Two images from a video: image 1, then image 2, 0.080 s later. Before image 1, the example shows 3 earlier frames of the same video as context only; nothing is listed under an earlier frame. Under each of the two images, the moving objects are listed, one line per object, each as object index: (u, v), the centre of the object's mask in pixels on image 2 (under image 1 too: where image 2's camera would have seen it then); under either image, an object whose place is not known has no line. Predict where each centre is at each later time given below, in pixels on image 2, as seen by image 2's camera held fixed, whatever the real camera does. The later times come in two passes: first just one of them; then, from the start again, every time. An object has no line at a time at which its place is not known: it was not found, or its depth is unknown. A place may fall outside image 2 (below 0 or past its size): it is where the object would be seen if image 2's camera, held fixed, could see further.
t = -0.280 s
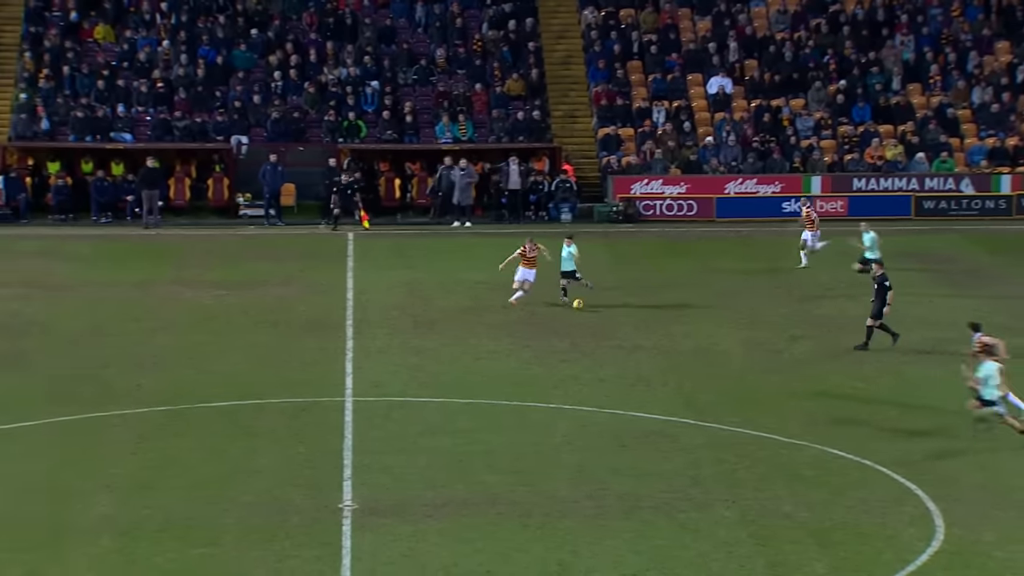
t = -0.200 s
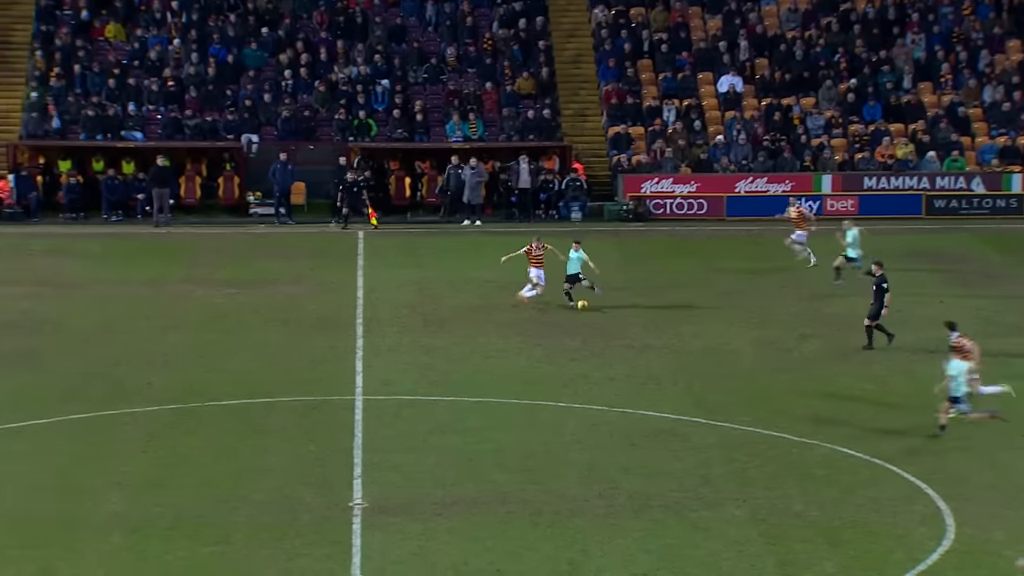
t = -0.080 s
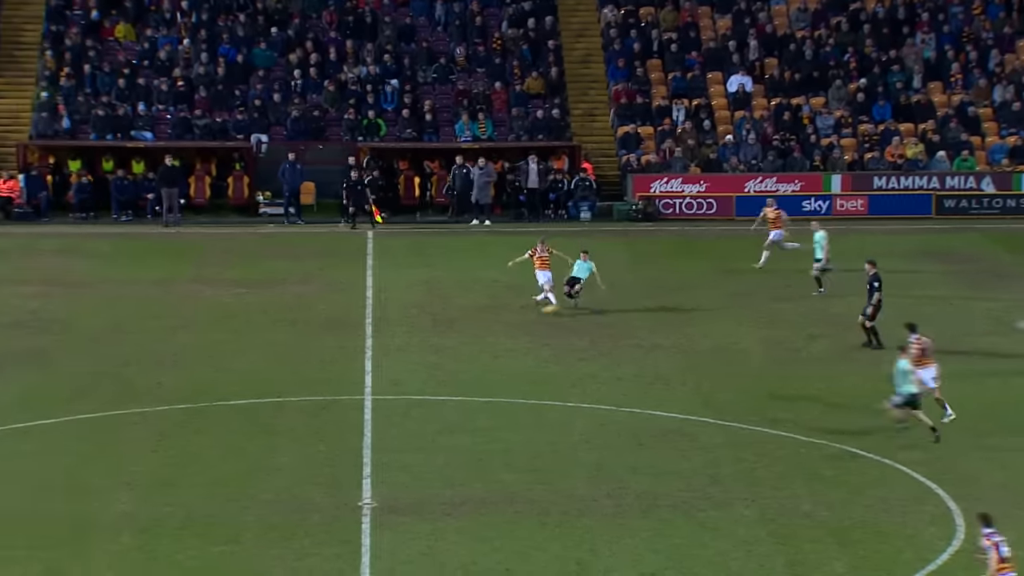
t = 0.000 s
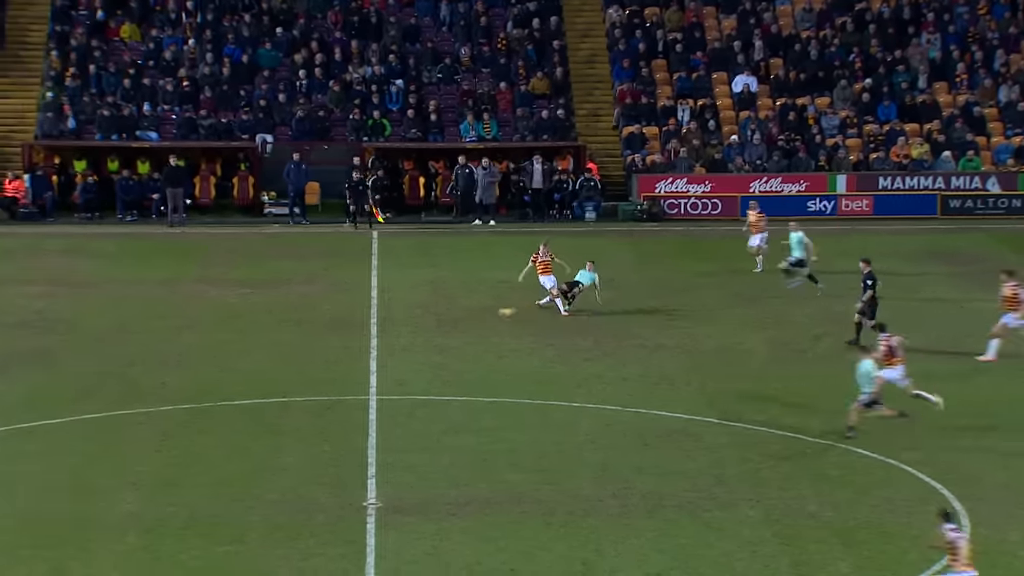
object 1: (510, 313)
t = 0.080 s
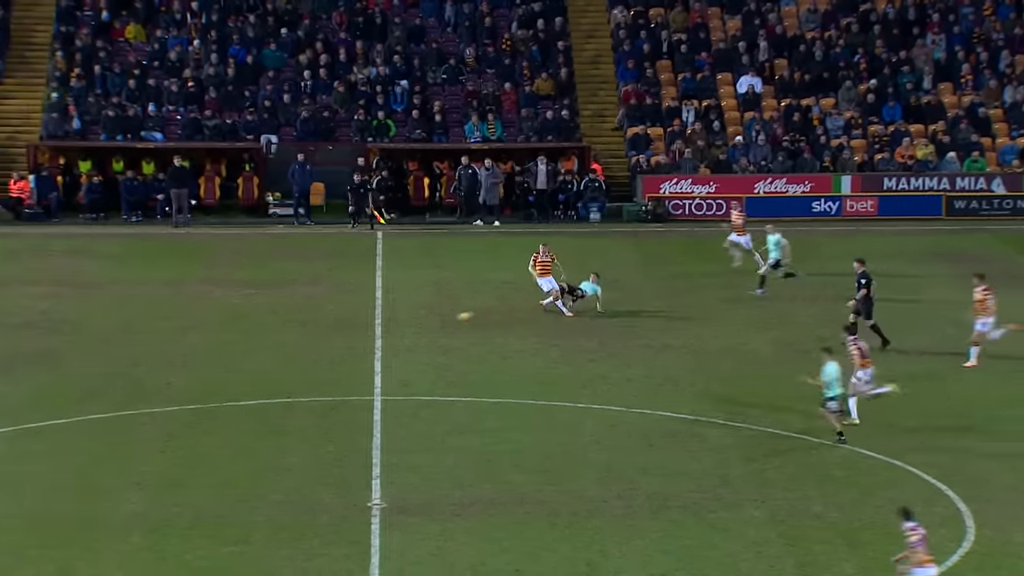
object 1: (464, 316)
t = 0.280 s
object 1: (349, 330)
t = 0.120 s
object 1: (440, 319)
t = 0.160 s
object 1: (417, 323)
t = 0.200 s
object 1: (393, 327)
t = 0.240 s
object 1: (370, 330)
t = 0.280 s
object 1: (349, 330)
